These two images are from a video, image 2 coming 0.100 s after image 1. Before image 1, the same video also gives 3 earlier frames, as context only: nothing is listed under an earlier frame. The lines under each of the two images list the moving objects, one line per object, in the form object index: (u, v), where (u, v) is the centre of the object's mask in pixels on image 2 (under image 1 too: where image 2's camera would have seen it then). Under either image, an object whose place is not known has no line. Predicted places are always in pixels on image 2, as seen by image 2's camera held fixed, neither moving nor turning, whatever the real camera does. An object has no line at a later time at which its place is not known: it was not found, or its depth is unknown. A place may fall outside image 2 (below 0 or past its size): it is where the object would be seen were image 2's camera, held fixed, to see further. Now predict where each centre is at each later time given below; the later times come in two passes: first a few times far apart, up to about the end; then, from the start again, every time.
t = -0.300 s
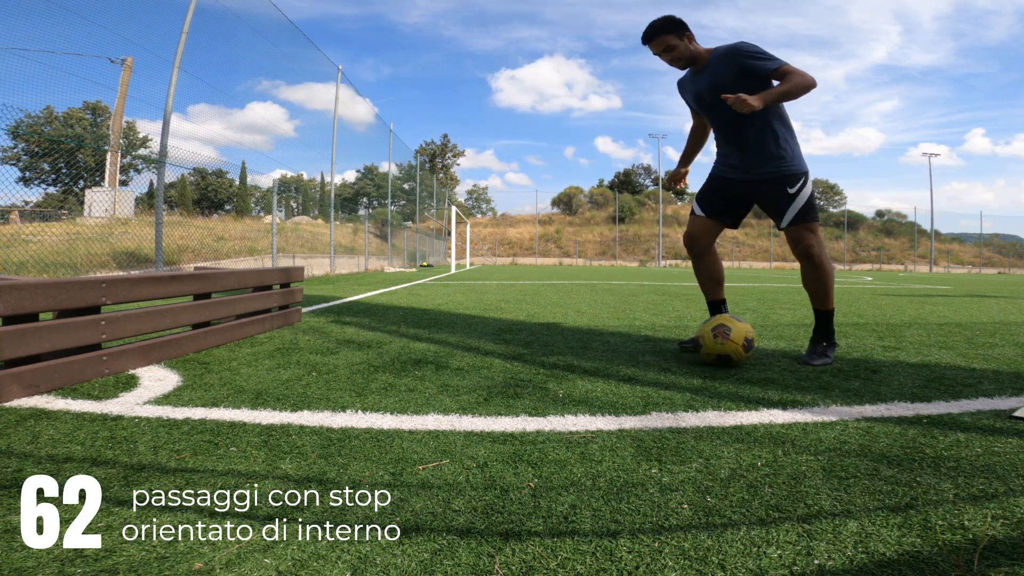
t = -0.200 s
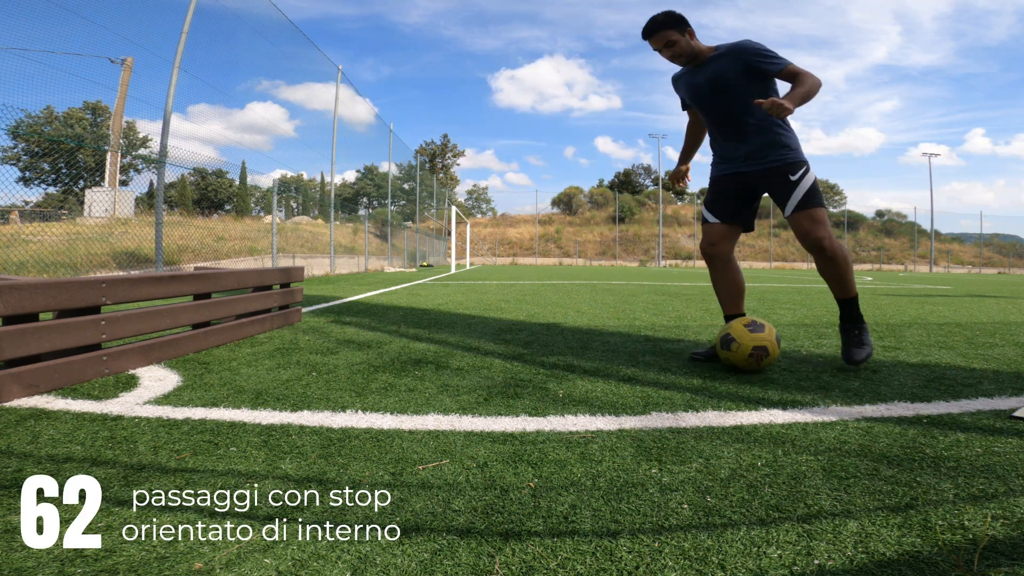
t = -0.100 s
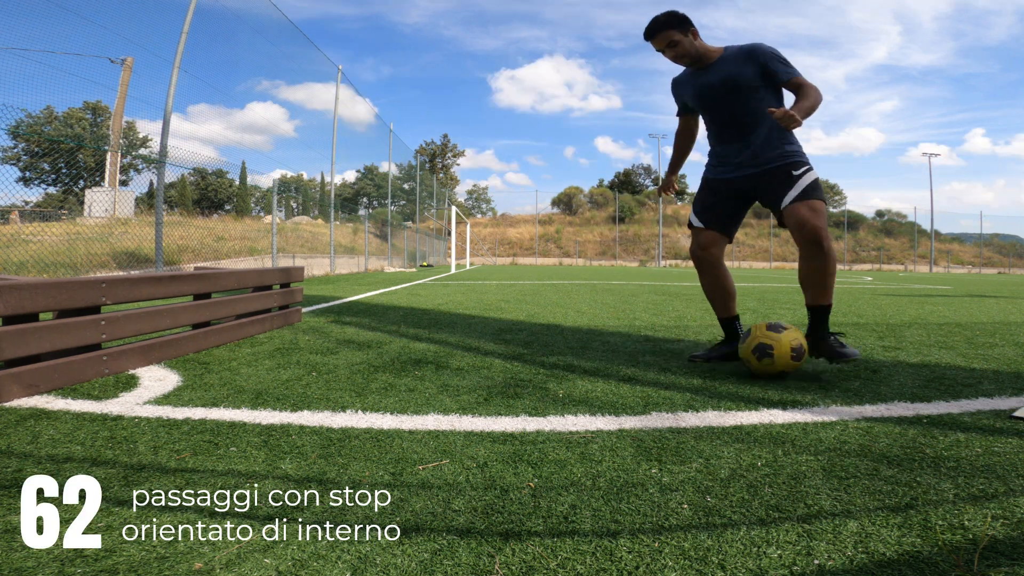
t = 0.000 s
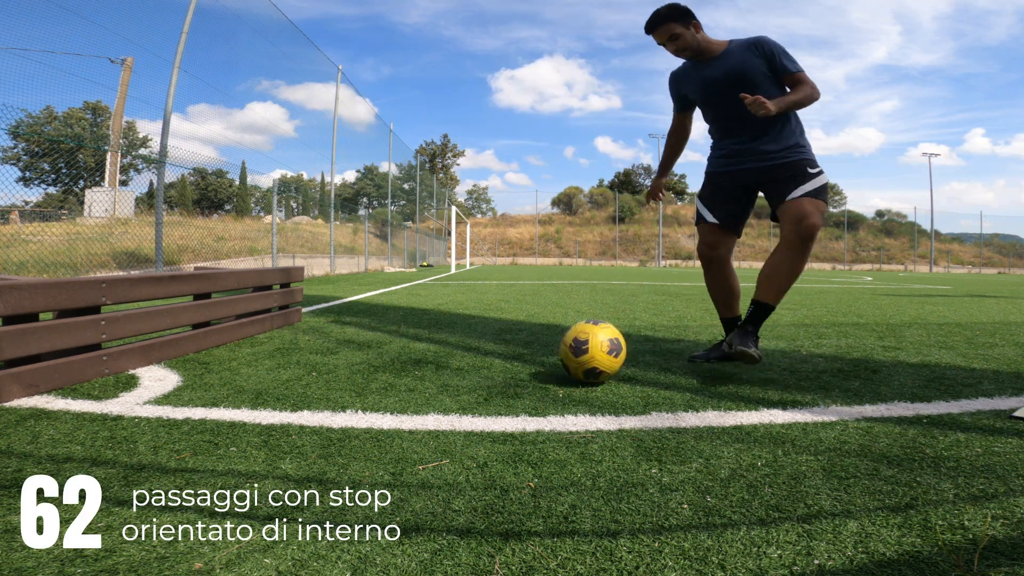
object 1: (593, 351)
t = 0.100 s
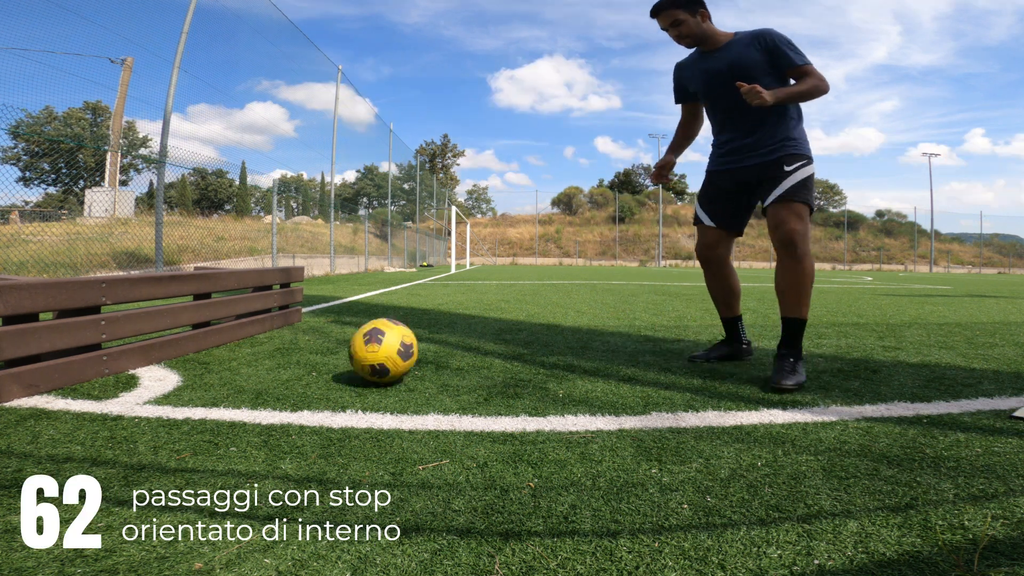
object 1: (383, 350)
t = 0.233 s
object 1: (129, 345)
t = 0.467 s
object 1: (422, 360)
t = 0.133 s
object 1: (316, 351)
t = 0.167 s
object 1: (249, 352)
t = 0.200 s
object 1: (187, 348)
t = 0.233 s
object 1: (129, 345)
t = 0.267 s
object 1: (172, 347)
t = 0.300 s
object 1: (218, 352)
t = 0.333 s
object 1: (261, 354)
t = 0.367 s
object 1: (302, 354)
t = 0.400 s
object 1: (343, 356)
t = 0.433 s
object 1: (385, 361)
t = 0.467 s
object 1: (422, 360)
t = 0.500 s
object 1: (458, 360)
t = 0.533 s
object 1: (496, 363)
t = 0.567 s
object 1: (530, 363)
